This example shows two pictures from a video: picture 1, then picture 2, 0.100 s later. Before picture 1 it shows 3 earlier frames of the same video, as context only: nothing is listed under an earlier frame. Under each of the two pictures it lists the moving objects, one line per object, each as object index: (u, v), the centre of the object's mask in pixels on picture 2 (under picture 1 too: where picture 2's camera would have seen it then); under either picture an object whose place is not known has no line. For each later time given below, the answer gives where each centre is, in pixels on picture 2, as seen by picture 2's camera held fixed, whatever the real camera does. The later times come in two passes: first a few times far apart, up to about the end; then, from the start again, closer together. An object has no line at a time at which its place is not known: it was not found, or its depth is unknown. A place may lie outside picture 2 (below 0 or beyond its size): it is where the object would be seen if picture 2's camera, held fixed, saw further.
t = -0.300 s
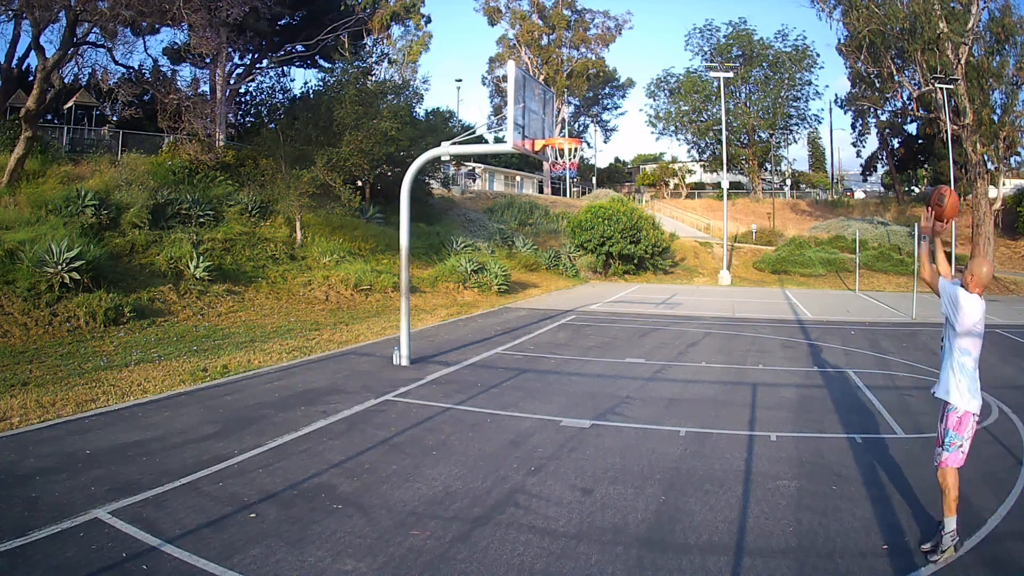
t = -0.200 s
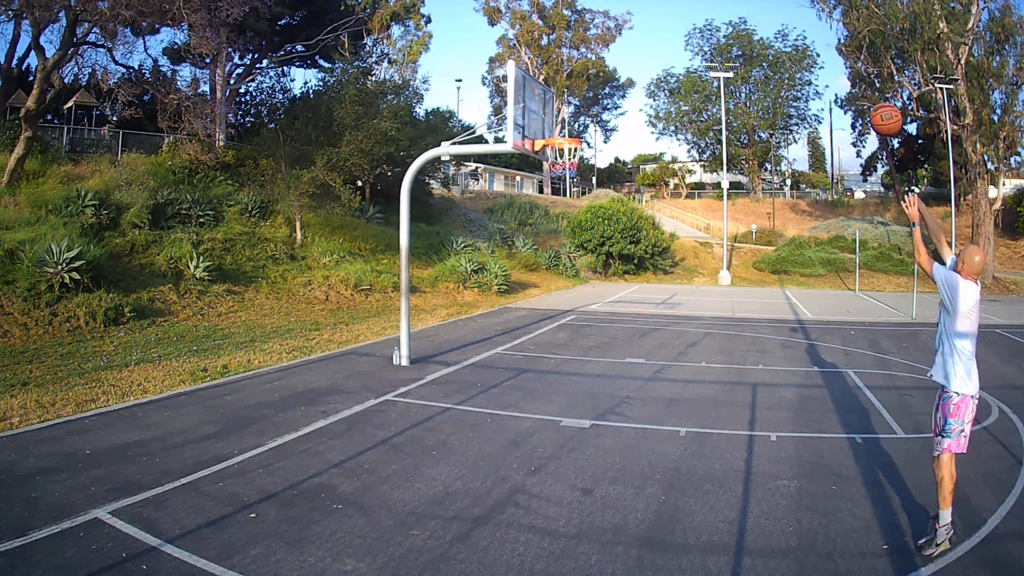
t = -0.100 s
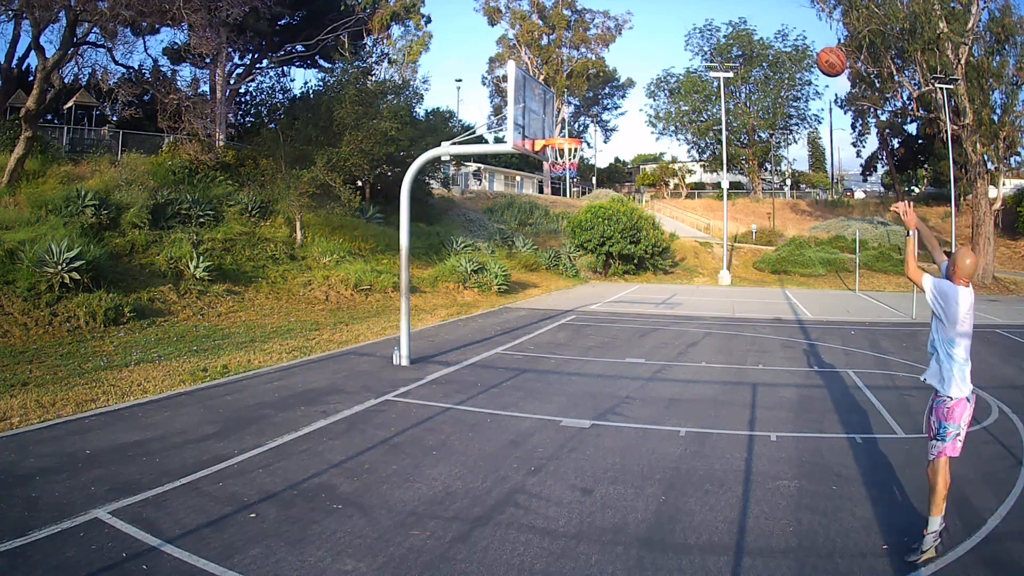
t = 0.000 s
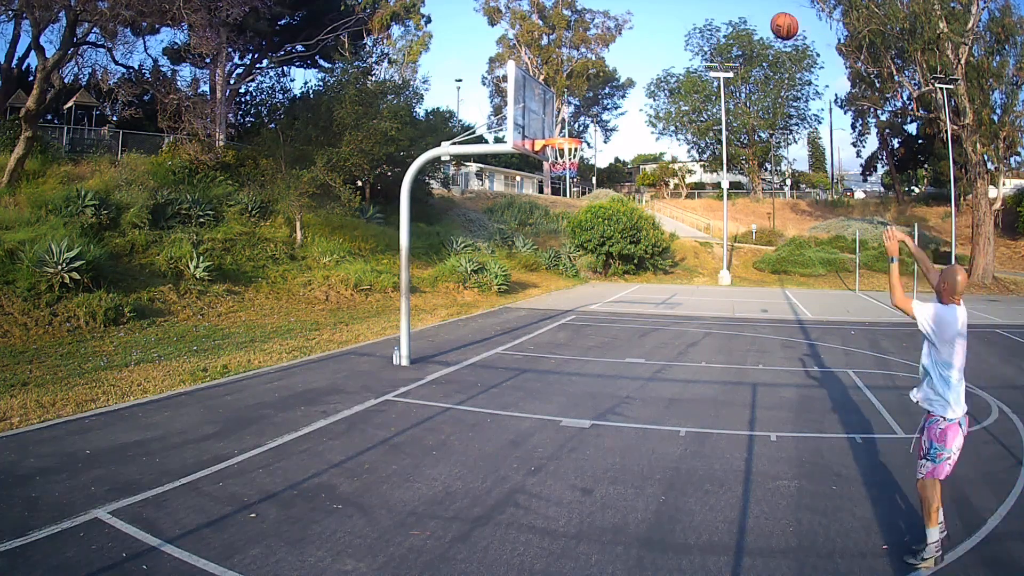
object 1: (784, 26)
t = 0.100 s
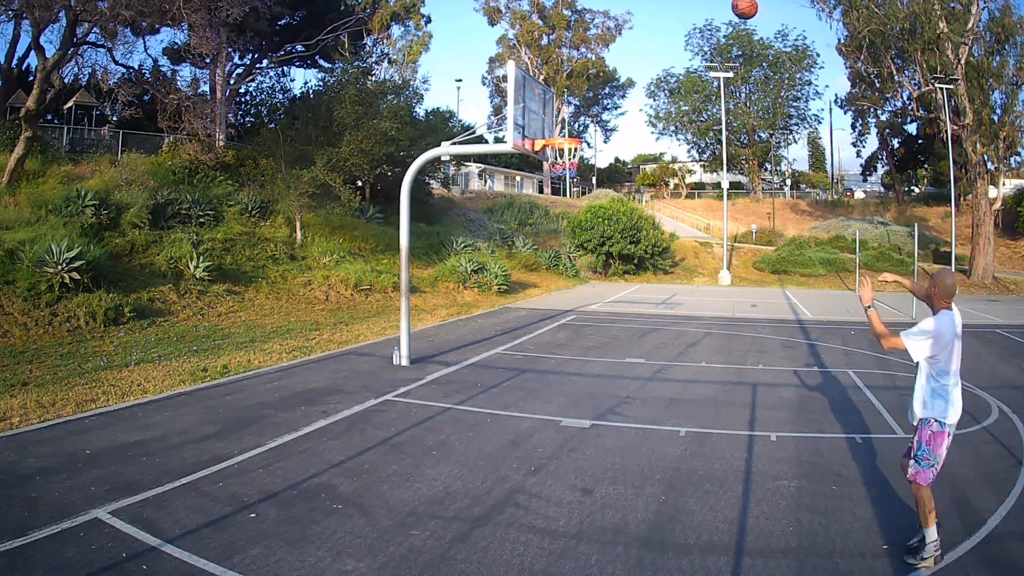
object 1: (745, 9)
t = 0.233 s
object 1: (700, 5)
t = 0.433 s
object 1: (648, 20)
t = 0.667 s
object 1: (600, 77)
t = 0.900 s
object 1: (565, 130)
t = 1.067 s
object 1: (556, 134)
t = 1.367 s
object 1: (583, 184)
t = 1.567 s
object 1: (599, 246)
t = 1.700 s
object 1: (608, 299)
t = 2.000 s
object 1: (626, 294)
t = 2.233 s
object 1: (639, 242)
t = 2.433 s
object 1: (649, 225)
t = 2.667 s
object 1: (659, 235)
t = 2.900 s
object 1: (668, 275)
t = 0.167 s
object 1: (721, 6)
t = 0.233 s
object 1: (700, 5)
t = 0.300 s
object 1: (681, 6)
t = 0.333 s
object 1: (672, 8)
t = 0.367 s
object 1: (664, 10)
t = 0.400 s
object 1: (655, 14)
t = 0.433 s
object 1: (648, 20)
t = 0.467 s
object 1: (640, 26)
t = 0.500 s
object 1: (633, 33)
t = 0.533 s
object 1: (626, 40)
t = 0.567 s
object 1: (619, 49)
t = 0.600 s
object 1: (613, 58)
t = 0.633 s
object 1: (606, 67)
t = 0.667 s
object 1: (600, 77)
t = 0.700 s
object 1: (594, 87)
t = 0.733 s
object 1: (588, 100)
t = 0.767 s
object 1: (582, 111)
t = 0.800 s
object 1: (577, 124)
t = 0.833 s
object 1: (572, 130)
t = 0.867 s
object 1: (569, 130)
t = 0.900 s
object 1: (565, 130)
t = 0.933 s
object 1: (562, 130)
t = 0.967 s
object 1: (558, 131)
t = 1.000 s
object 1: (555, 132)
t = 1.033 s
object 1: (554, 133)
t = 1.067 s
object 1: (556, 134)
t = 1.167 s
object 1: (562, 150)
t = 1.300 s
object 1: (580, 169)
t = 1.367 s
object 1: (583, 184)
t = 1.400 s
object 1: (586, 193)
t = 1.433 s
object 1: (589, 202)
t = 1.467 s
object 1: (591, 212)
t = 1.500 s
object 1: (594, 222)
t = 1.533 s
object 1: (597, 234)
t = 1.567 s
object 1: (599, 246)
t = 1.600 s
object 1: (601, 258)
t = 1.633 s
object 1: (604, 271)
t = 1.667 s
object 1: (606, 285)
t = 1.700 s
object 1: (608, 299)
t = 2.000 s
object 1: (626, 294)
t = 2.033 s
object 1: (628, 285)
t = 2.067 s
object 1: (630, 275)
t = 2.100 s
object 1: (632, 267)
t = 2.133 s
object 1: (634, 260)
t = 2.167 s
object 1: (635, 254)
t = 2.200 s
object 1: (637, 248)
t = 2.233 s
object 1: (639, 242)
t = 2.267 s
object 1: (640, 237)
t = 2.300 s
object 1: (642, 233)
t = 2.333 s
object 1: (643, 230)
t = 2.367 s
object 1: (645, 228)
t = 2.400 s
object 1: (647, 226)
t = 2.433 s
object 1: (649, 225)
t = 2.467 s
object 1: (650, 224)
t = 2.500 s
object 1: (651, 225)
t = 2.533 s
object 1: (652, 226)
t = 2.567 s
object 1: (655, 227)
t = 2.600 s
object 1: (656, 229)
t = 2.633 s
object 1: (658, 232)
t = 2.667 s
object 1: (659, 235)
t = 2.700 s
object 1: (660, 239)
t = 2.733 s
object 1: (662, 244)
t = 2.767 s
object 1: (663, 249)
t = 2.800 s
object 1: (665, 255)
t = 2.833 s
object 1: (666, 261)
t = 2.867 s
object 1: (667, 268)
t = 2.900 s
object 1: (668, 275)
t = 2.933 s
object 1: (669, 284)
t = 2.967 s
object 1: (671, 292)
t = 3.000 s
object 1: (672, 301)
